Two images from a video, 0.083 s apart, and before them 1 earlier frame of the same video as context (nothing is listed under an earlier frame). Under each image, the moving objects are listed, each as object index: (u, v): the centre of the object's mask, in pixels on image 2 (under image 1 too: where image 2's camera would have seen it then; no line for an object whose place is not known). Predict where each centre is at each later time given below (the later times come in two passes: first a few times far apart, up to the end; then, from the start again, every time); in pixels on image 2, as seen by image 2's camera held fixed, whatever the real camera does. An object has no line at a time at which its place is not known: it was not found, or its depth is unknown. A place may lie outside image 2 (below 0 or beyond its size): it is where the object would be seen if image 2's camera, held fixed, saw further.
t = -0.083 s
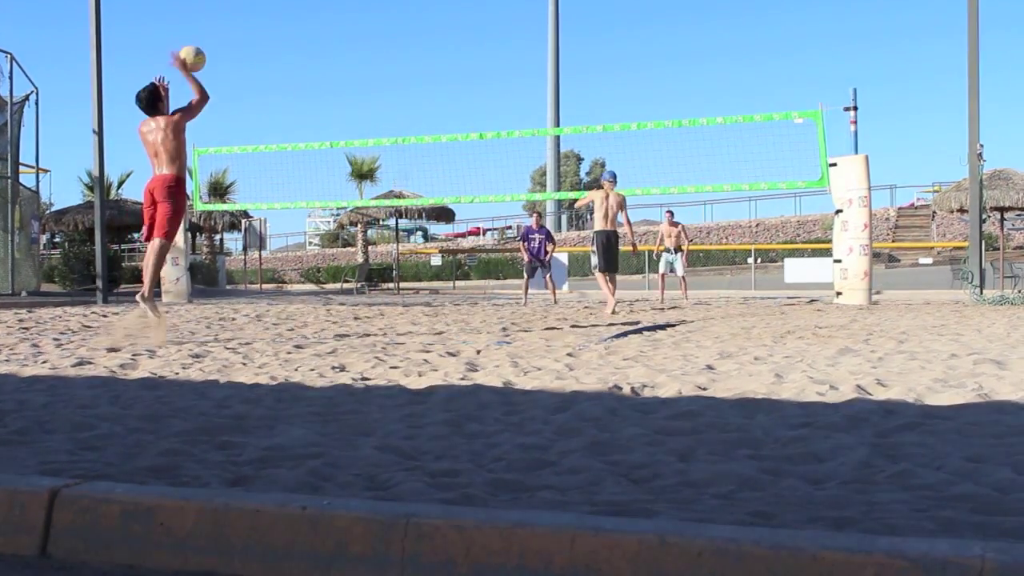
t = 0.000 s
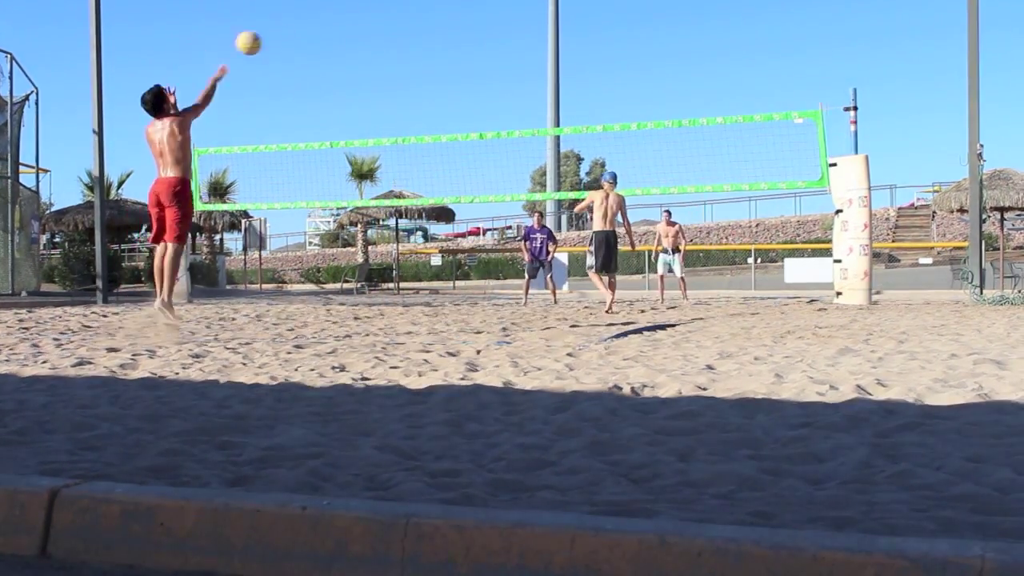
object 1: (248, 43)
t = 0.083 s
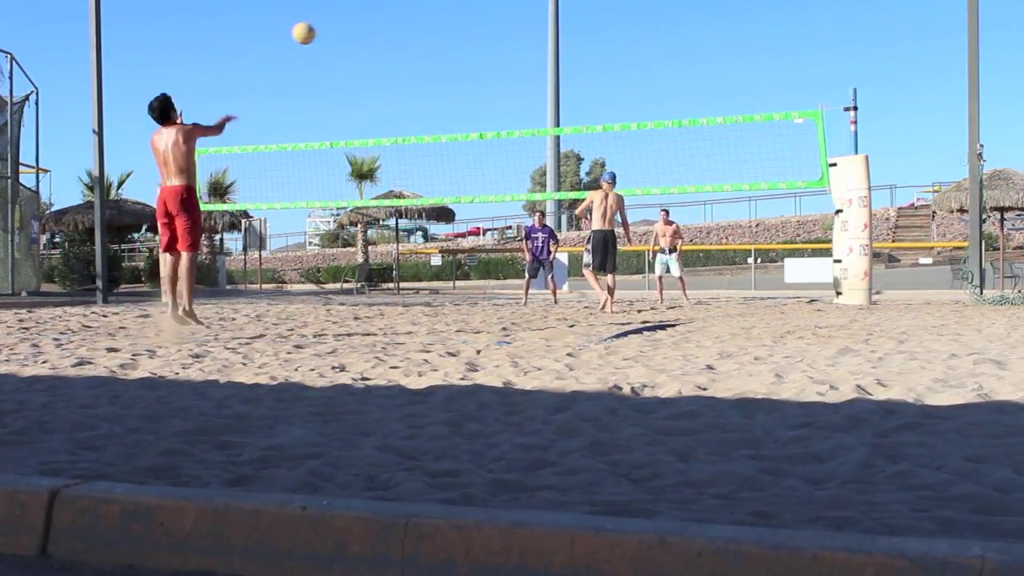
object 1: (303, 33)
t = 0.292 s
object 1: (408, 35)
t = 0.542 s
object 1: (495, 72)
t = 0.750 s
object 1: (548, 121)
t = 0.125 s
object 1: (327, 31)
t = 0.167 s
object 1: (350, 30)
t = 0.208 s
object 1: (371, 30)
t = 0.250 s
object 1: (390, 32)
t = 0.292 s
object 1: (408, 35)
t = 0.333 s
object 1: (424, 39)
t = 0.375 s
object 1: (441, 44)
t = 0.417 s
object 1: (456, 50)
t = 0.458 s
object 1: (469, 57)
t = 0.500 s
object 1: (482, 64)
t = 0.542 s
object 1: (495, 72)
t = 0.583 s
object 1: (507, 81)
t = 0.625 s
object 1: (518, 90)
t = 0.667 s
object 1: (529, 100)
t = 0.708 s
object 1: (538, 111)
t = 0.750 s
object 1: (548, 121)
